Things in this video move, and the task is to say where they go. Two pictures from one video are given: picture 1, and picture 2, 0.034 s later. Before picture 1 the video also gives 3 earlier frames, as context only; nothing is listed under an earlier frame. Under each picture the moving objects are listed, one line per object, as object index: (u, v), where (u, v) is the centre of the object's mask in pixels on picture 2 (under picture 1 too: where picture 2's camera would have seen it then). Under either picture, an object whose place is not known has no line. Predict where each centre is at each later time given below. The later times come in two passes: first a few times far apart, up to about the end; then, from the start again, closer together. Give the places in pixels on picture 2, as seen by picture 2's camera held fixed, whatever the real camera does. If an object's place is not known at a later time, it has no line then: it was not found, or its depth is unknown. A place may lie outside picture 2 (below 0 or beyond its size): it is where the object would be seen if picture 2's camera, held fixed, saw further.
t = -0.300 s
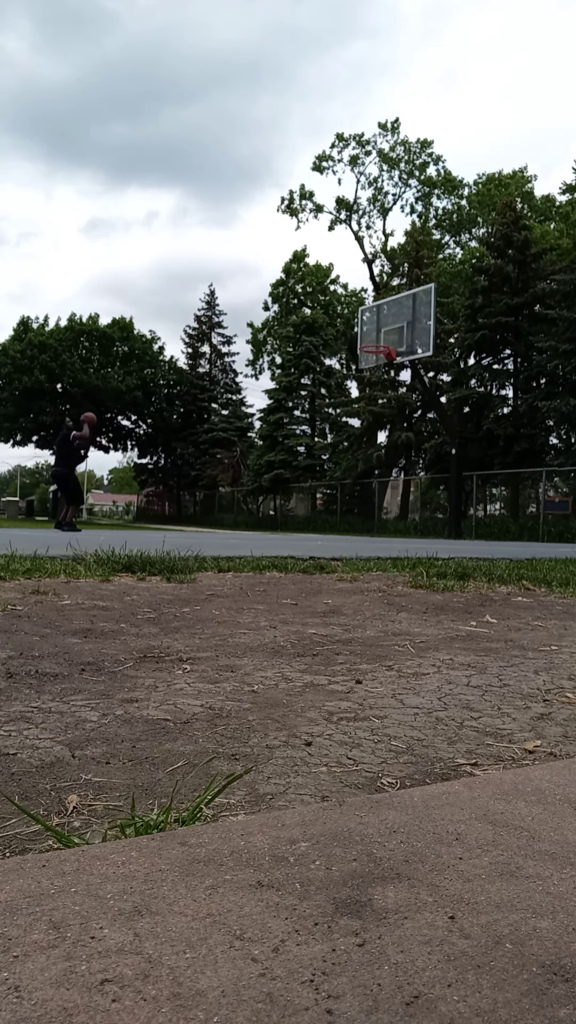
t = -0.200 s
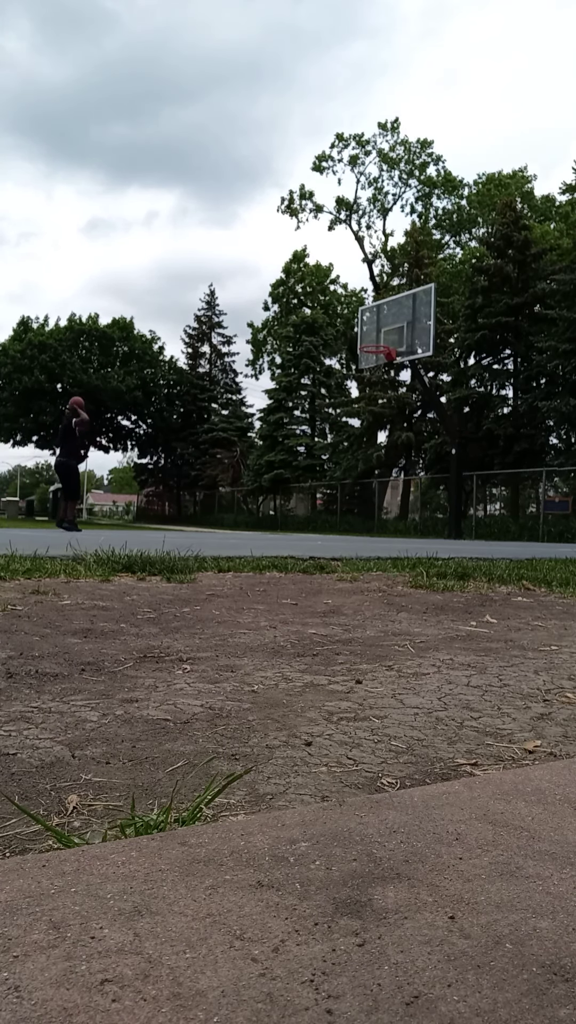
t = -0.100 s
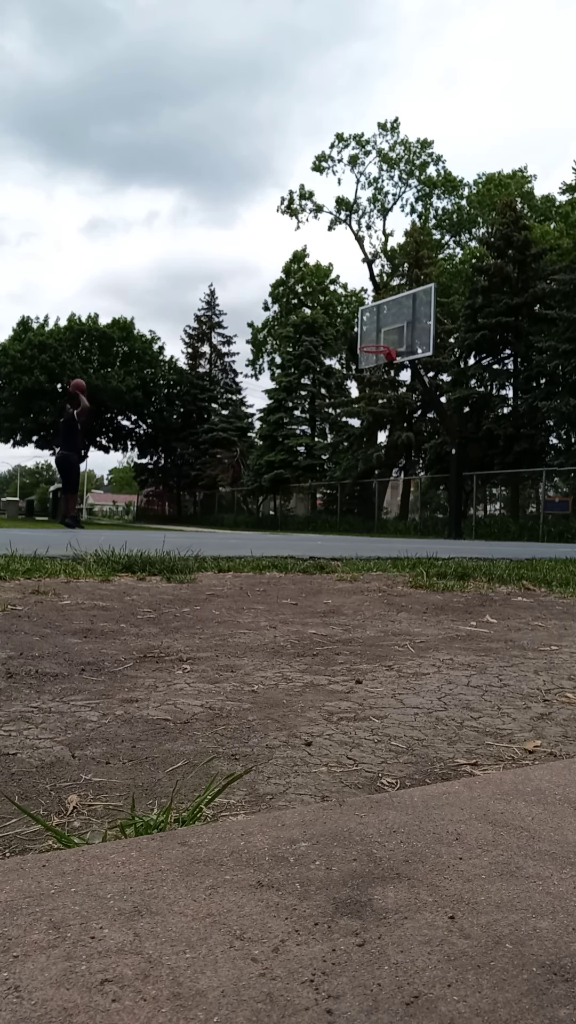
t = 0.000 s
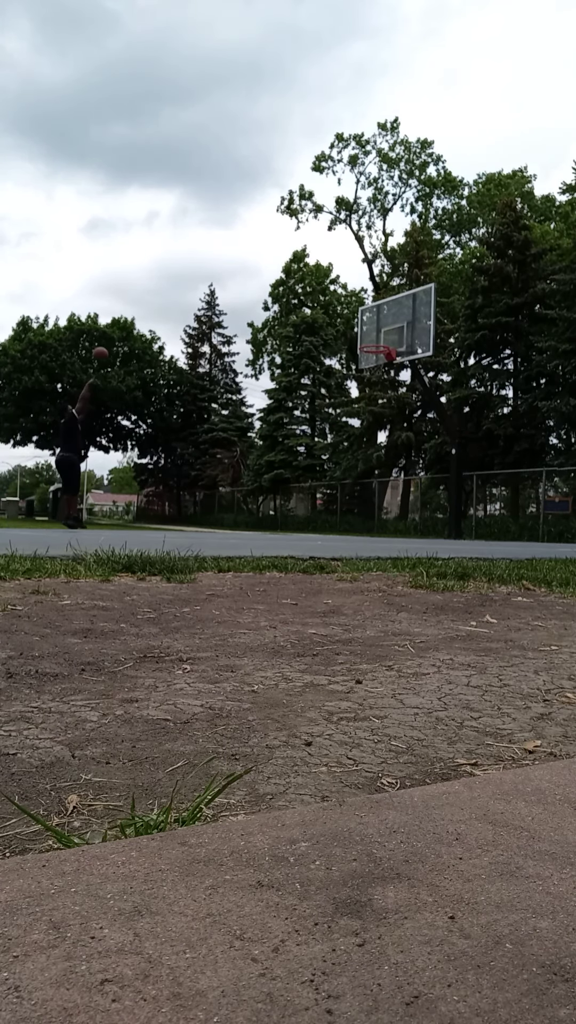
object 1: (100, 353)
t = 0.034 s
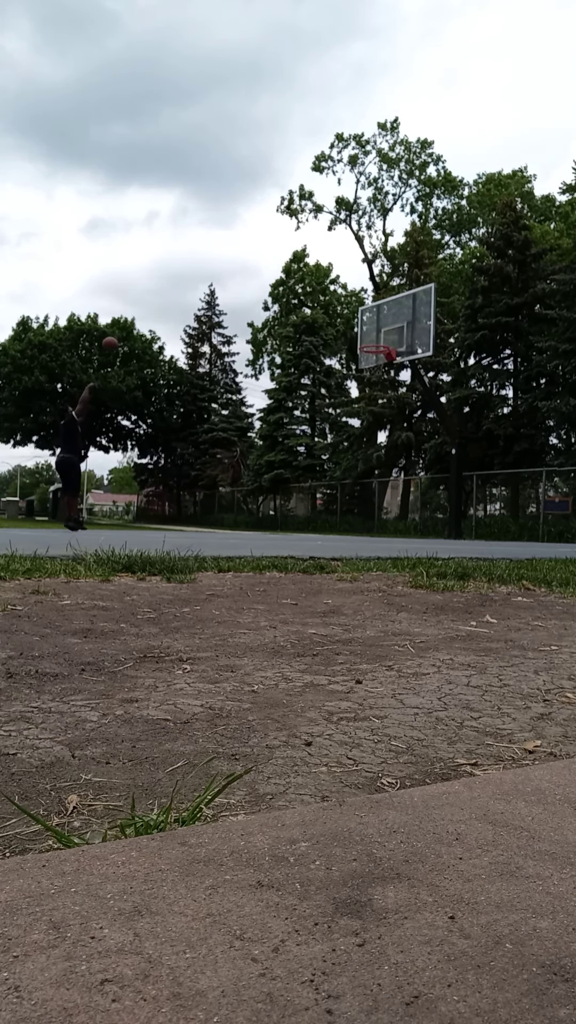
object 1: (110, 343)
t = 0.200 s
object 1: (158, 305)
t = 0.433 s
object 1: (224, 279)
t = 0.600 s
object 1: (271, 281)
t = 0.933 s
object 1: (361, 338)
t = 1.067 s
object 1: (381, 342)
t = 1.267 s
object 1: (385, 339)
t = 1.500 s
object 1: (378, 342)
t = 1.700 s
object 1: (367, 360)
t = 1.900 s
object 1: (359, 397)
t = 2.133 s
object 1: (348, 471)
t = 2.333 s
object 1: (341, 510)
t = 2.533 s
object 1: (340, 458)
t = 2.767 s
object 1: (339, 429)
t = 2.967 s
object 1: (337, 429)
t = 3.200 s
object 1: (334, 463)
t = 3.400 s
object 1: (332, 519)
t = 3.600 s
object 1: (330, 492)
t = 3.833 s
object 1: (326, 467)
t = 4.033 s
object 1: (322, 473)
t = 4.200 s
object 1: (319, 499)
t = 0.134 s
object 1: (139, 319)
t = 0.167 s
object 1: (148, 312)
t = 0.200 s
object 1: (158, 305)
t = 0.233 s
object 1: (168, 299)
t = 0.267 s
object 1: (177, 294)
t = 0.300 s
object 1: (187, 289)
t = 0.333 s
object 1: (196, 286)
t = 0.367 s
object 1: (205, 283)
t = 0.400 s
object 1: (215, 280)
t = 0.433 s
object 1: (224, 279)
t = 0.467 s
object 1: (233, 278)
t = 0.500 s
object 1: (243, 278)
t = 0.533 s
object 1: (252, 278)
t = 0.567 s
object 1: (261, 279)
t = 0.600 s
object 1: (271, 281)
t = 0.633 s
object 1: (279, 284)
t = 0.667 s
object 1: (289, 286)
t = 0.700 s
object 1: (297, 290)
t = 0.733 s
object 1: (307, 295)
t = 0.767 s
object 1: (316, 300)
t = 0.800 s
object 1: (325, 307)
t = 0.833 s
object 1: (334, 312)
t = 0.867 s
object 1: (343, 321)
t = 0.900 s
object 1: (352, 328)
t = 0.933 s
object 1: (361, 338)
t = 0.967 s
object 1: (366, 340)
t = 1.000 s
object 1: (371, 340)
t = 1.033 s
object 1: (376, 341)
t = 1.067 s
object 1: (381, 342)
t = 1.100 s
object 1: (382, 341)
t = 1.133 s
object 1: (383, 340)
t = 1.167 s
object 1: (384, 339)
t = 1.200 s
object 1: (384, 339)
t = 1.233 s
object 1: (385, 339)
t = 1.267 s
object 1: (385, 339)
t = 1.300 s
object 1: (386, 339)
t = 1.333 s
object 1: (387, 340)
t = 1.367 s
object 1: (385, 339)
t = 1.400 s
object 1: (383, 339)
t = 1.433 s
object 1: (382, 339)
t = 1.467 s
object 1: (381, 339)
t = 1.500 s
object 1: (378, 342)
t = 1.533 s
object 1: (377, 345)
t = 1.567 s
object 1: (375, 347)
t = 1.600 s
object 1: (373, 349)
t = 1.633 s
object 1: (371, 352)
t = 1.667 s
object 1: (369, 356)
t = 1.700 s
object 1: (367, 360)
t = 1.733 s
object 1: (365, 364)
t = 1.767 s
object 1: (364, 369)
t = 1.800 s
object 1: (363, 376)
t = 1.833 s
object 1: (361, 381)
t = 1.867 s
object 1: (360, 389)
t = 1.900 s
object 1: (359, 397)
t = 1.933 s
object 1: (357, 405)
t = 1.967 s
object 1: (355, 415)
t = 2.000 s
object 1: (354, 425)
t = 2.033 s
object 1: (352, 434)
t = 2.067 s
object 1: (350, 446)
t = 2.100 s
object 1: (349, 458)
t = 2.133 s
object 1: (348, 471)
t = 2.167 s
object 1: (347, 484)
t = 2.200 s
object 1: (345, 498)
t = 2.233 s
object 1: (343, 512)
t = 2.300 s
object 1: (341, 522)
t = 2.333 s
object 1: (341, 510)
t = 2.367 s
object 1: (341, 499)
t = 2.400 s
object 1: (341, 490)
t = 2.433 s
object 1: (341, 480)
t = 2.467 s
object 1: (341, 472)
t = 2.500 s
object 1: (341, 464)
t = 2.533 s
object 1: (340, 458)
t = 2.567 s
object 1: (340, 451)
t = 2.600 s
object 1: (340, 445)
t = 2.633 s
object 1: (340, 440)
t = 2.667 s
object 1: (339, 437)
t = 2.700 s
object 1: (340, 434)
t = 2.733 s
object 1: (339, 431)
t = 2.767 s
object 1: (339, 429)
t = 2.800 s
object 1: (339, 428)
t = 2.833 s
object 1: (338, 427)
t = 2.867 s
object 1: (337, 426)
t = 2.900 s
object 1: (337, 427)
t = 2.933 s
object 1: (337, 428)
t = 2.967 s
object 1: (337, 429)
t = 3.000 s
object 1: (337, 432)
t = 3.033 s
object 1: (336, 435)
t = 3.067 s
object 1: (336, 439)
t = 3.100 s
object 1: (335, 443)
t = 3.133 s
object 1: (335, 448)
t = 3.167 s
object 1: (335, 455)
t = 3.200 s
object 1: (334, 463)
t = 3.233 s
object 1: (333, 471)
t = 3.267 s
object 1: (334, 479)
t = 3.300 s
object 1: (333, 488)
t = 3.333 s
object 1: (332, 498)
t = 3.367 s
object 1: (332, 507)
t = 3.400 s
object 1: (332, 519)
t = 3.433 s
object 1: (332, 530)
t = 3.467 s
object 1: (331, 521)
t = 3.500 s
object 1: (331, 512)
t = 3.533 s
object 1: (330, 505)
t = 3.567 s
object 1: (330, 497)
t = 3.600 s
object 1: (330, 492)
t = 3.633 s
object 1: (329, 487)
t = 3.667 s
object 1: (329, 482)
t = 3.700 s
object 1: (328, 478)
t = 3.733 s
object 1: (327, 473)
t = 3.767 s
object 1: (327, 472)
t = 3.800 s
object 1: (327, 469)
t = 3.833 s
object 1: (326, 467)
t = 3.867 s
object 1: (326, 467)
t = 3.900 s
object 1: (325, 467)
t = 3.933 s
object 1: (325, 467)
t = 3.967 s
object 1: (324, 468)
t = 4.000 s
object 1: (323, 470)
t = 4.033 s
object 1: (322, 473)
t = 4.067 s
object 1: (322, 477)
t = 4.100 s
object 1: (321, 481)
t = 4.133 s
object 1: (321, 487)
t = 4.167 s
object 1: (320, 493)
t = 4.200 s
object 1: (319, 499)
